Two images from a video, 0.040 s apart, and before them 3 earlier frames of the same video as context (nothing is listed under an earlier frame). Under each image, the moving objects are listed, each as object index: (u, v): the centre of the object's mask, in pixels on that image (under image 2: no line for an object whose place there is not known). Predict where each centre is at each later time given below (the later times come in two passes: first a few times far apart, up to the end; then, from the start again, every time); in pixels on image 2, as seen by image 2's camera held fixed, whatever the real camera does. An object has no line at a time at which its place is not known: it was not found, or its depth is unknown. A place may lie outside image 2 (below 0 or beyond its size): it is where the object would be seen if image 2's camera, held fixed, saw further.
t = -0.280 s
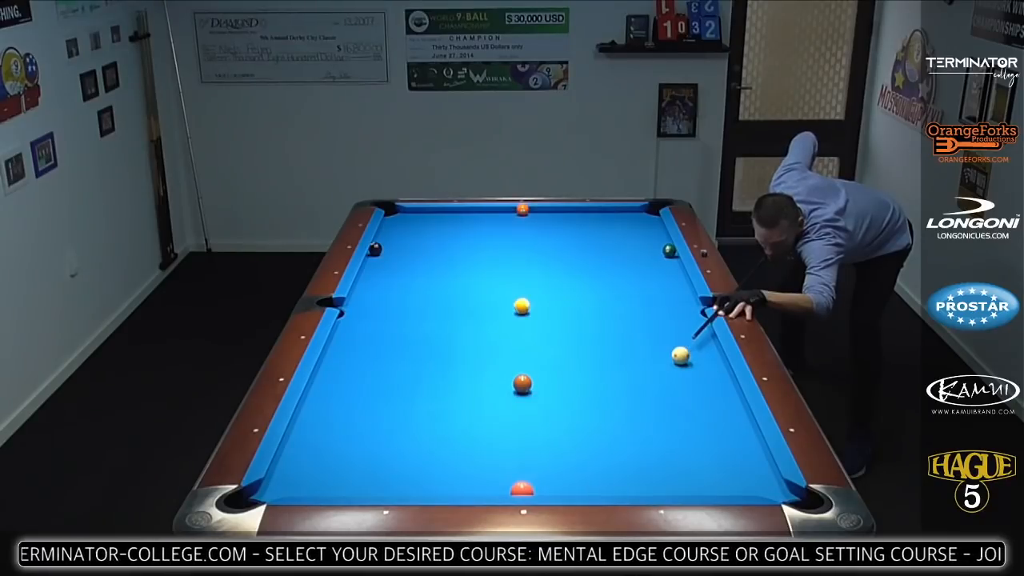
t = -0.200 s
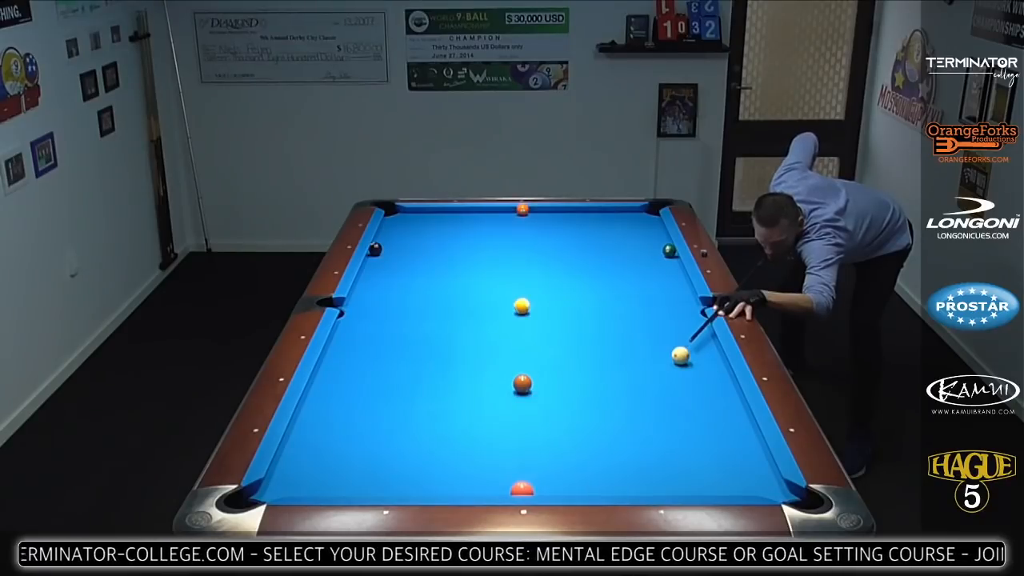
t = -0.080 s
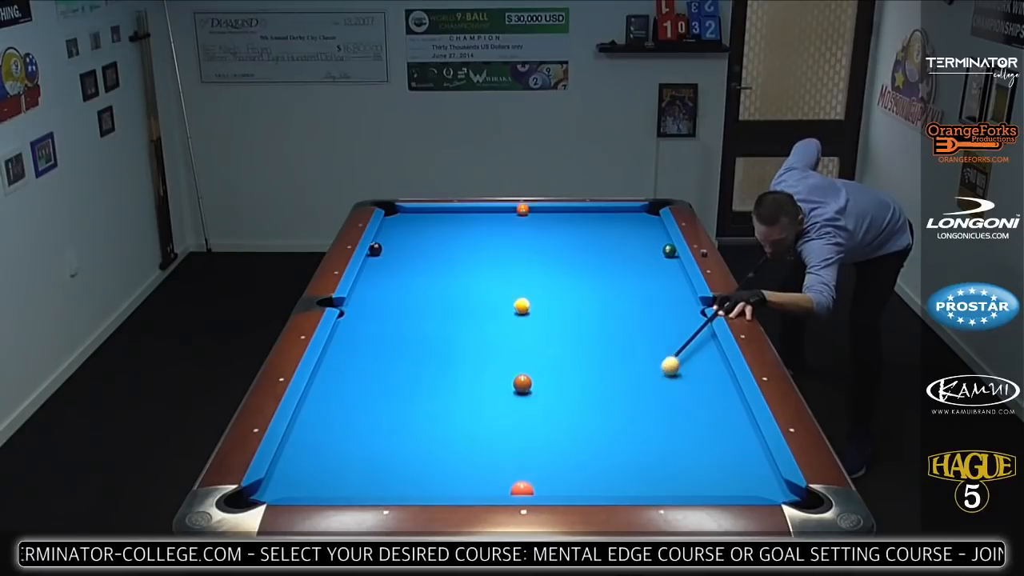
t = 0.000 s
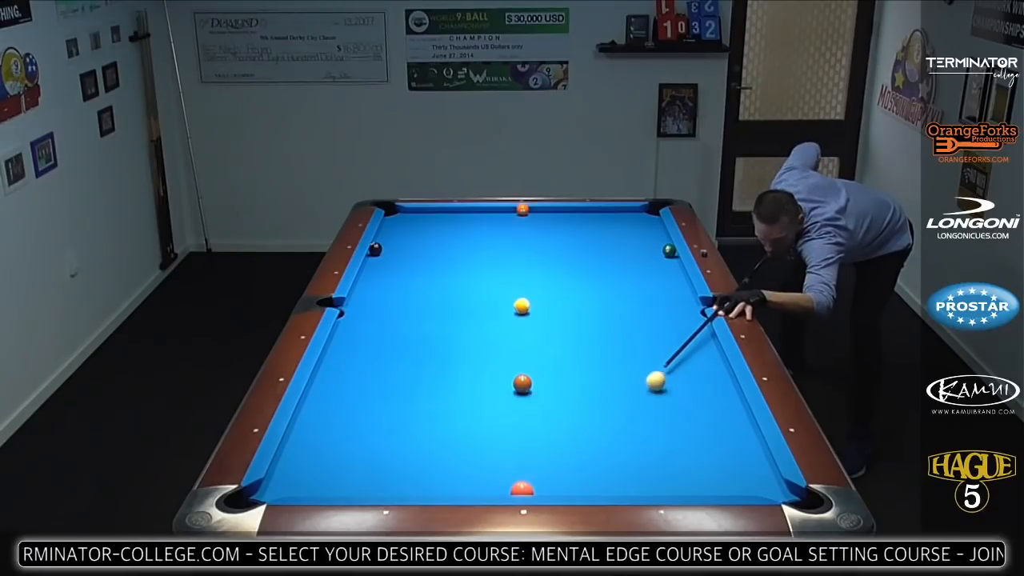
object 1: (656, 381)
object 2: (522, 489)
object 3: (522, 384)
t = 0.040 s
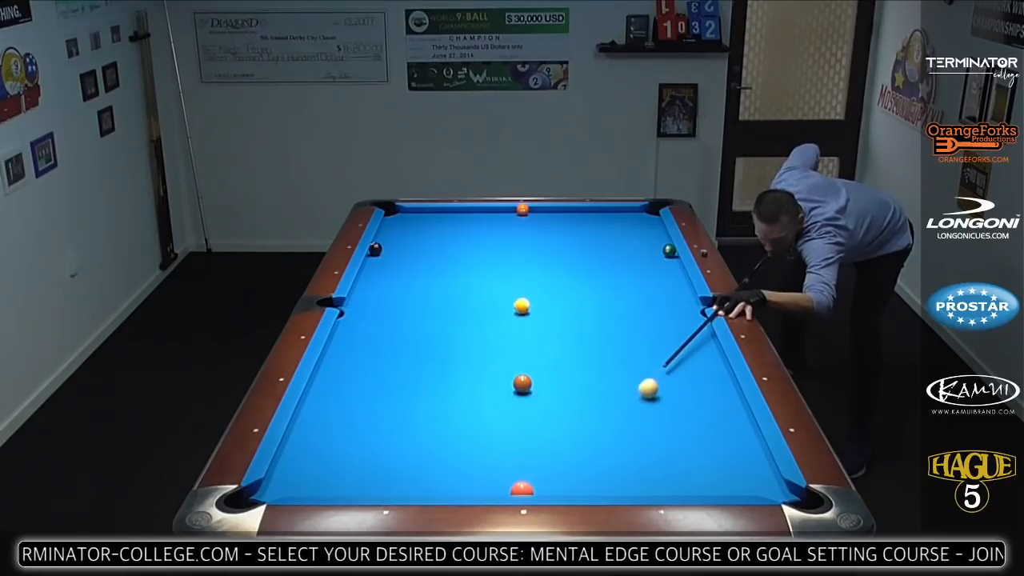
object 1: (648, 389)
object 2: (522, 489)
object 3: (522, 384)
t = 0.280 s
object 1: (599, 439)
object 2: (522, 489)
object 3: (522, 384)
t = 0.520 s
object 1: (545, 487)
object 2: (518, 489)
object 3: (522, 384)
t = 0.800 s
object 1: (532, 451)
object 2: (472, 489)
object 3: (522, 384)
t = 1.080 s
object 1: (519, 420)
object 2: (432, 489)
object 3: (522, 384)
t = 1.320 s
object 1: (509, 397)
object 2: (400, 489)
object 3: (523, 384)
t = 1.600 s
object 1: (493, 376)
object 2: (365, 489)
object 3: (528, 382)
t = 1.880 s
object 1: (474, 360)
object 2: (332, 489)
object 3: (536, 379)
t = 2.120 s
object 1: (460, 347)
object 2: (306, 489)
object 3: (542, 378)
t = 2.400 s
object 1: (445, 333)
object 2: (278, 490)
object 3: (547, 376)
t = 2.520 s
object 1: (440, 328)
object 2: (268, 490)
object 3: (549, 375)
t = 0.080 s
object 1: (641, 396)
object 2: (522, 489)
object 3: (522, 384)
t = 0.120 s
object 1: (633, 404)
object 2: (522, 489)
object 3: (522, 384)
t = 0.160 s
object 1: (625, 412)
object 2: (522, 489)
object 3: (522, 384)
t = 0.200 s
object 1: (617, 421)
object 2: (522, 489)
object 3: (522, 384)
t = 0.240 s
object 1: (608, 430)
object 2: (522, 489)
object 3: (522, 384)
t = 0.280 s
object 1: (599, 439)
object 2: (522, 489)
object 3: (522, 384)
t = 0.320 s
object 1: (591, 448)
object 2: (522, 489)
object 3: (522, 384)
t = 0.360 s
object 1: (581, 458)
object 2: (522, 489)
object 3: (522, 384)
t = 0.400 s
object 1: (572, 468)
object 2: (522, 489)
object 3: (522, 384)
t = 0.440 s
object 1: (562, 478)
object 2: (522, 489)
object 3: (522, 384)
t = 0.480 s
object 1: (552, 486)
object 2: (522, 488)
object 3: (522, 384)
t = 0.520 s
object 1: (545, 487)
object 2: (518, 489)
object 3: (522, 384)
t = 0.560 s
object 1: (543, 482)
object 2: (509, 488)
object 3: (522, 384)
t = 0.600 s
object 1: (542, 477)
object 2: (502, 489)
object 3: (522, 384)
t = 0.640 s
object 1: (540, 471)
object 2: (496, 489)
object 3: (522, 384)
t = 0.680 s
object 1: (538, 466)
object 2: (490, 489)
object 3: (522, 384)
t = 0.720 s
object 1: (536, 461)
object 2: (484, 489)
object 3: (522, 384)
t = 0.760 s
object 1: (534, 455)
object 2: (478, 489)
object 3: (522, 384)
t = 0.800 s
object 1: (532, 451)
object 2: (472, 489)
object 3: (522, 384)
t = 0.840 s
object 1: (530, 446)
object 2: (466, 489)
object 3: (522, 384)
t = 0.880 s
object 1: (528, 442)
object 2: (461, 489)
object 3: (522, 384)
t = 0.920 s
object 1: (526, 437)
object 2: (455, 489)
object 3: (522, 384)
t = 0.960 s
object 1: (524, 433)
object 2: (449, 489)
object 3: (522, 384)
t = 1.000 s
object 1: (523, 429)
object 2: (443, 489)
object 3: (522, 384)
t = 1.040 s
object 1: (521, 424)
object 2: (438, 489)
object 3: (522, 384)
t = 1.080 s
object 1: (519, 420)
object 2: (432, 489)
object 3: (522, 384)
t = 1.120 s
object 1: (517, 417)
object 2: (427, 489)
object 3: (522, 384)
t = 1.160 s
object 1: (516, 412)
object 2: (421, 489)
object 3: (522, 384)
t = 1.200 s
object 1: (514, 409)
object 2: (416, 489)
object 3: (522, 384)
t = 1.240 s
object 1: (513, 405)
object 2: (410, 489)
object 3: (522, 384)
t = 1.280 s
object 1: (511, 402)
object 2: (405, 489)
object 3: (523, 384)
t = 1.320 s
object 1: (509, 397)
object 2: (400, 489)
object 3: (523, 384)
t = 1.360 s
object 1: (508, 394)
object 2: (395, 489)
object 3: (523, 384)
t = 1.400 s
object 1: (507, 390)
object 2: (390, 489)
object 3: (523, 384)
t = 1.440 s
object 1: (504, 387)
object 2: (385, 489)
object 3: (523, 384)
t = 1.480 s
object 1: (502, 385)
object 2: (380, 489)
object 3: (524, 384)
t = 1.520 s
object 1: (499, 382)
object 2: (374, 489)
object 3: (526, 383)
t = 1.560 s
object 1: (496, 379)
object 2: (370, 489)
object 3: (527, 382)
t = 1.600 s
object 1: (493, 376)
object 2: (365, 489)
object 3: (528, 382)
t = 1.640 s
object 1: (490, 374)
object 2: (360, 489)
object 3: (529, 381)
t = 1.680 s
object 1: (487, 371)
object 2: (355, 489)
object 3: (530, 381)
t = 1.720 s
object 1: (484, 369)
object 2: (350, 489)
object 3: (532, 381)
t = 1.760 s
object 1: (482, 367)
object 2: (346, 489)
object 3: (533, 380)
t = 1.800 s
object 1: (479, 364)
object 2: (341, 489)
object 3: (534, 380)
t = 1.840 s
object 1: (477, 362)
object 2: (336, 489)
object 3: (535, 380)
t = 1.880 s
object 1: (474, 360)
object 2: (332, 489)
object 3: (536, 379)
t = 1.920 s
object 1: (472, 357)
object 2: (327, 489)
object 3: (537, 379)
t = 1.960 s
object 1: (469, 355)
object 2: (323, 489)
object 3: (538, 378)
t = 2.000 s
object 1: (467, 353)
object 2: (319, 489)
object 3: (539, 378)
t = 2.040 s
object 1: (465, 351)
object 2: (314, 489)
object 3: (540, 378)
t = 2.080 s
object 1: (463, 349)
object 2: (310, 489)
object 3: (541, 378)
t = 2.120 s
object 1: (460, 347)
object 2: (306, 489)
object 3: (542, 378)
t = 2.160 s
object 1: (458, 345)
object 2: (302, 489)
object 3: (543, 377)
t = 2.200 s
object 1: (456, 343)
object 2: (298, 489)
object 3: (543, 377)
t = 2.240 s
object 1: (454, 341)
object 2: (294, 489)
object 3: (544, 377)
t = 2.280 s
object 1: (452, 339)
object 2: (290, 489)
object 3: (545, 376)
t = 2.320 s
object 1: (450, 337)
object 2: (286, 490)
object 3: (546, 376)
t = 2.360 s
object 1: (447, 335)
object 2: (282, 490)
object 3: (546, 376)
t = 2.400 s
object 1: (445, 333)
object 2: (278, 490)
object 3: (547, 376)
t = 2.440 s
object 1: (443, 331)
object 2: (275, 490)
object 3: (548, 376)
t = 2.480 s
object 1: (442, 329)
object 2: (271, 491)
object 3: (548, 375)
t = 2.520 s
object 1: (440, 328)
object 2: (268, 490)
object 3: (549, 375)
